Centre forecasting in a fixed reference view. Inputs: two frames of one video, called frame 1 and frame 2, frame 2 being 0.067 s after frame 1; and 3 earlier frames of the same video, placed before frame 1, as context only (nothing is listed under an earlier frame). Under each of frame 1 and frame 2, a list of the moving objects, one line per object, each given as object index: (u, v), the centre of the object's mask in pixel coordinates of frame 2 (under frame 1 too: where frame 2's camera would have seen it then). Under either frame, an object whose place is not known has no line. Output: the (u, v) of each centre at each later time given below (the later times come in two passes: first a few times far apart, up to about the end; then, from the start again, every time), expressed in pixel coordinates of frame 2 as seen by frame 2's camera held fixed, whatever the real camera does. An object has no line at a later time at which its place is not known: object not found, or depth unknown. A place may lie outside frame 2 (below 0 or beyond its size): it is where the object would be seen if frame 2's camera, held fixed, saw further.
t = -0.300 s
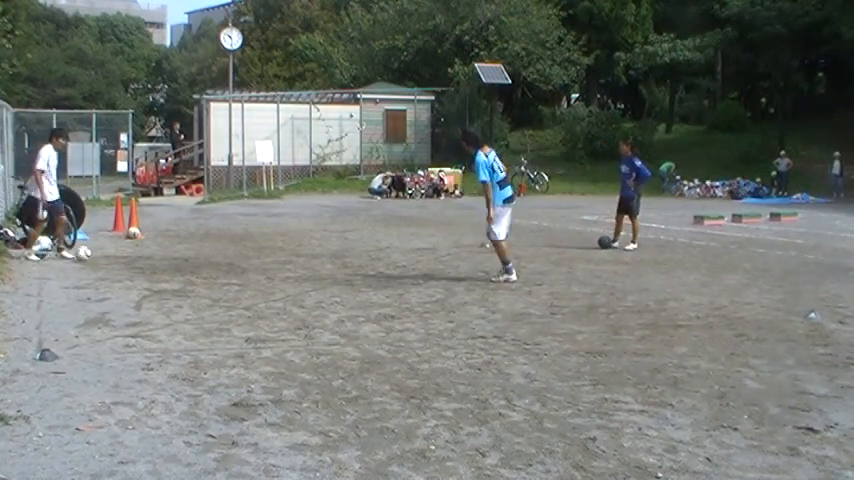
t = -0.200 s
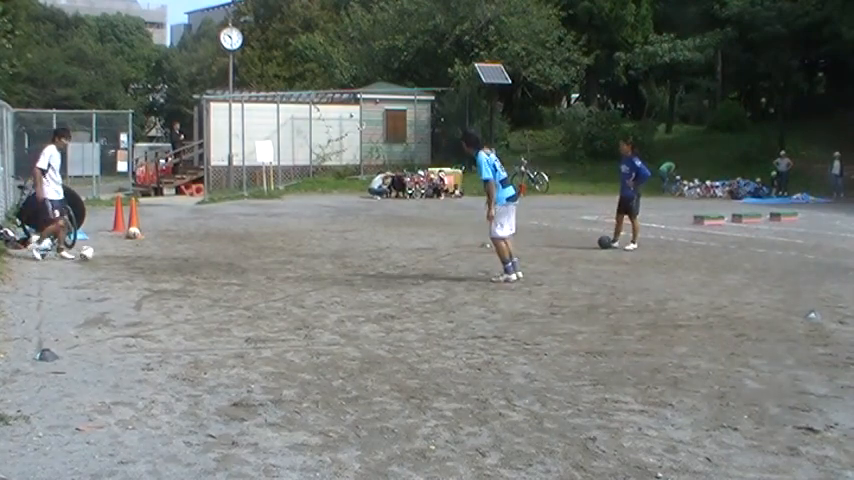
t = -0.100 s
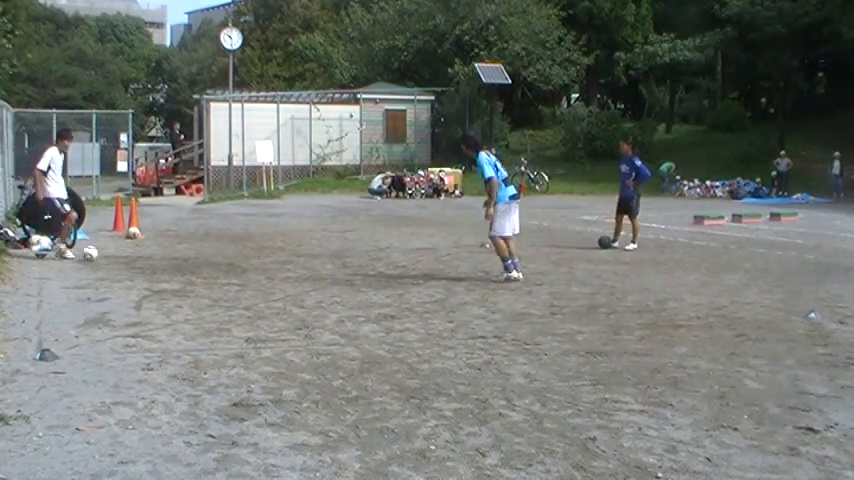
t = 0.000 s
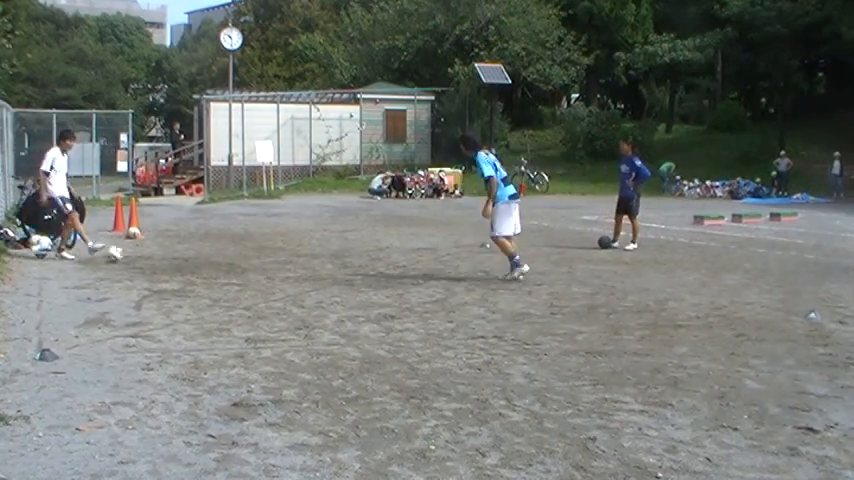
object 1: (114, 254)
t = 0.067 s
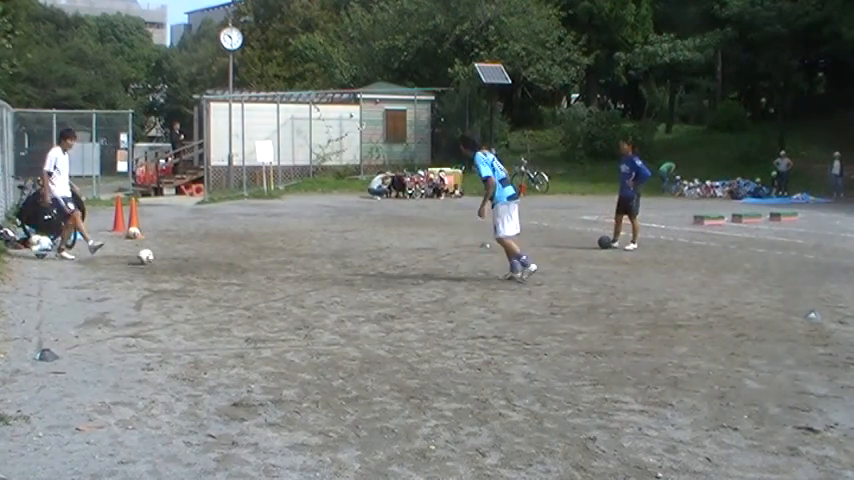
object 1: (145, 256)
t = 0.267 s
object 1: (231, 262)
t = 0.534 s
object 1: (332, 264)
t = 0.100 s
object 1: (160, 256)
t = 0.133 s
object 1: (174, 256)
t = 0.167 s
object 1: (188, 255)
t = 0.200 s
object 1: (203, 257)
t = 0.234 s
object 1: (217, 260)
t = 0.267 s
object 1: (231, 262)
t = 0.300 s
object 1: (244, 261)
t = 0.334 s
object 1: (256, 261)
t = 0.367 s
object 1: (269, 260)
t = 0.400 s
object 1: (282, 262)
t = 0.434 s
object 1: (295, 265)
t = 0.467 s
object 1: (307, 266)
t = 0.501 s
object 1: (320, 264)
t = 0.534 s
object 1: (332, 264)
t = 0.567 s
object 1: (344, 266)
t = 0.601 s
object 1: (355, 268)
